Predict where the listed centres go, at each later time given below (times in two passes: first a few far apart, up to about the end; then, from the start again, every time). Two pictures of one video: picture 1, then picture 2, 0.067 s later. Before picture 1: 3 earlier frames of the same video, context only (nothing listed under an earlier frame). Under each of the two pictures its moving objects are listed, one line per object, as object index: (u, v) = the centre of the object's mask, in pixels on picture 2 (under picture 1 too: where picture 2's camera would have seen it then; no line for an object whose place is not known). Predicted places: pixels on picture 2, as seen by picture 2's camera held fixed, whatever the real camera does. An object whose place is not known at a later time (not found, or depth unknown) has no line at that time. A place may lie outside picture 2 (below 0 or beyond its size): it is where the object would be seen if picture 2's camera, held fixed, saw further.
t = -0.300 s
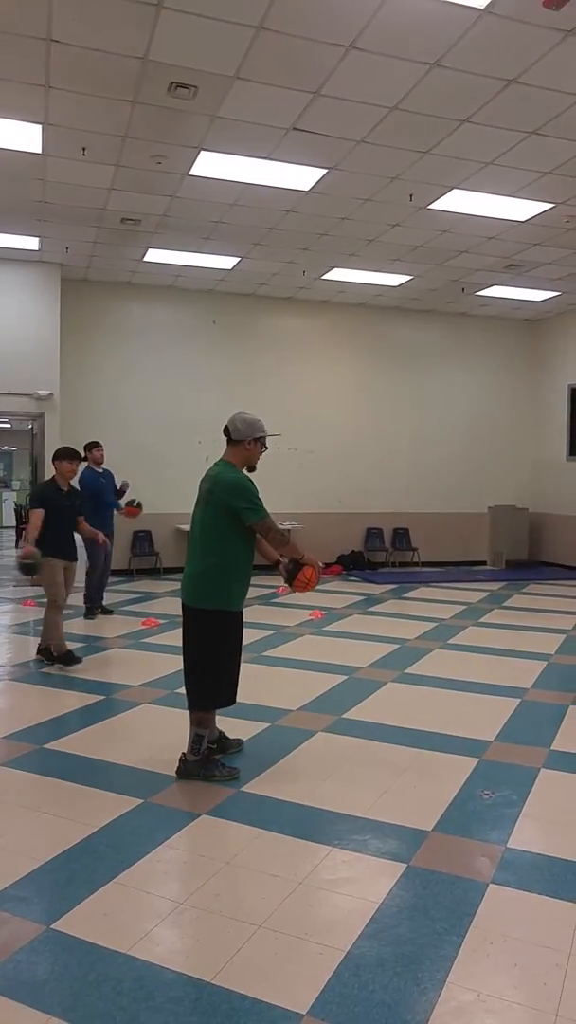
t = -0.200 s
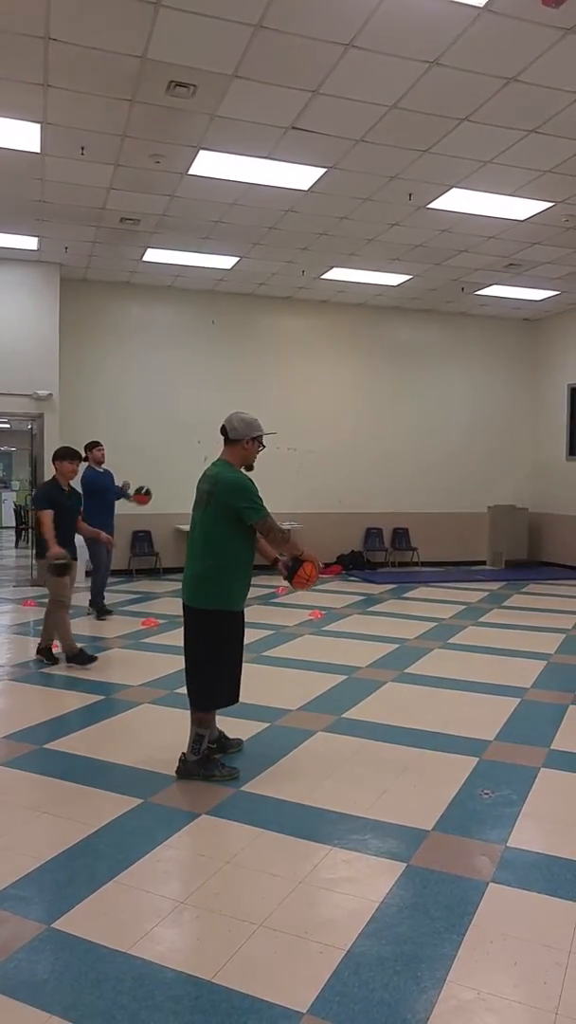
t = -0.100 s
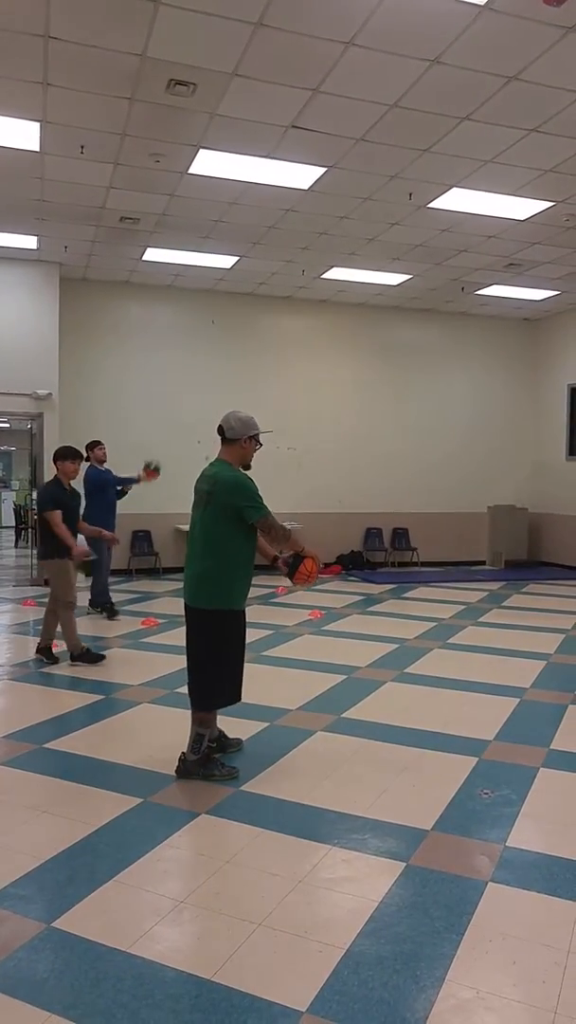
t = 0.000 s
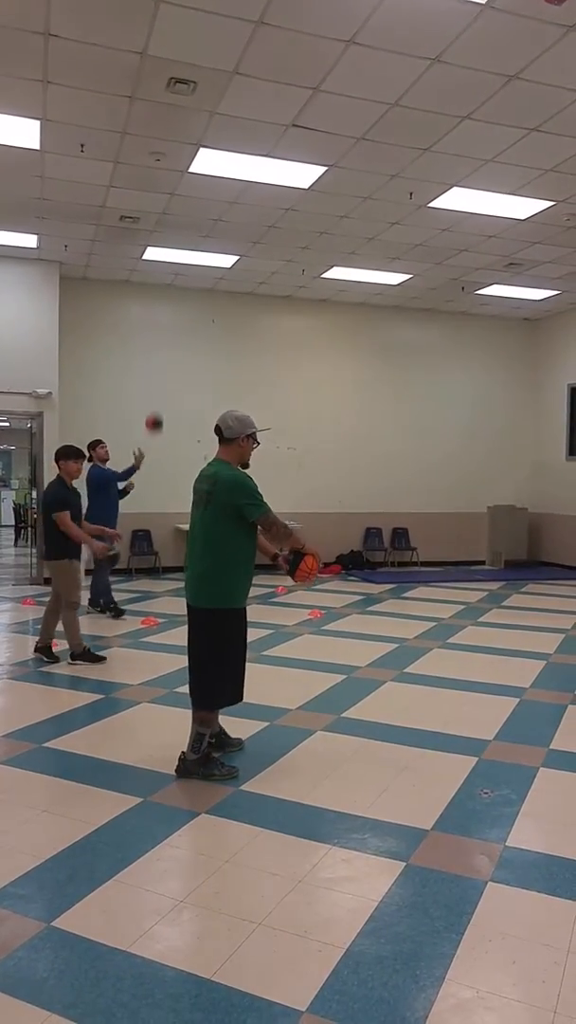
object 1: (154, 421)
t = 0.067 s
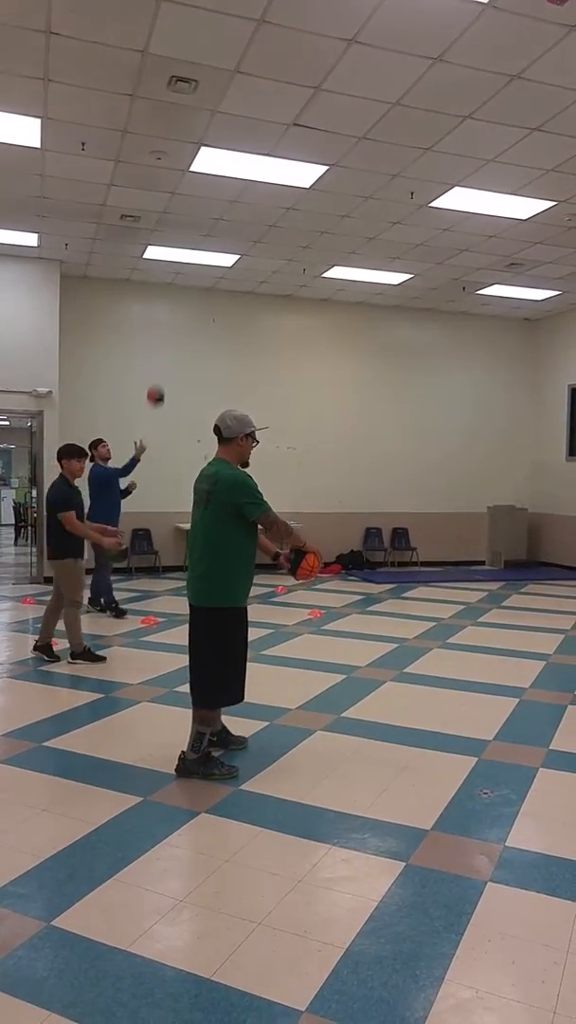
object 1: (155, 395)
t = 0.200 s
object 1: (158, 355)
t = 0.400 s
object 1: (162, 330)
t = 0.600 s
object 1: (166, 345)
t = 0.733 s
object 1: (168, 377)
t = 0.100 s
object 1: (156, 383)
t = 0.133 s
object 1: (156, 372)
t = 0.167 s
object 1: (157, 363)
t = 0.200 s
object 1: (158, 355)
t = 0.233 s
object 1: (159, 348)
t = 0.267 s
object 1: (159, 342)
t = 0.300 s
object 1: (160, 338)
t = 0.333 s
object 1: (161, 334)
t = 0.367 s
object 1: (162, 332)
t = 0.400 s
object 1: (162, 330)
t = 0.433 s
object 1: (163, 330)
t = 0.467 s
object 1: (163, 331)
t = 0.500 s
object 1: (164, 332)
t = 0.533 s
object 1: (164, 336)
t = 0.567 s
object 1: (165, 340)
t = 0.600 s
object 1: (166, 345)
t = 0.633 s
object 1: (167, 351)
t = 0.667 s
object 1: (167, 358)
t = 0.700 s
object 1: (168, 366)
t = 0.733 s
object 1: (168, 377)
